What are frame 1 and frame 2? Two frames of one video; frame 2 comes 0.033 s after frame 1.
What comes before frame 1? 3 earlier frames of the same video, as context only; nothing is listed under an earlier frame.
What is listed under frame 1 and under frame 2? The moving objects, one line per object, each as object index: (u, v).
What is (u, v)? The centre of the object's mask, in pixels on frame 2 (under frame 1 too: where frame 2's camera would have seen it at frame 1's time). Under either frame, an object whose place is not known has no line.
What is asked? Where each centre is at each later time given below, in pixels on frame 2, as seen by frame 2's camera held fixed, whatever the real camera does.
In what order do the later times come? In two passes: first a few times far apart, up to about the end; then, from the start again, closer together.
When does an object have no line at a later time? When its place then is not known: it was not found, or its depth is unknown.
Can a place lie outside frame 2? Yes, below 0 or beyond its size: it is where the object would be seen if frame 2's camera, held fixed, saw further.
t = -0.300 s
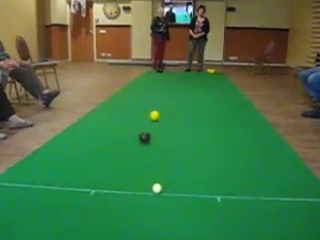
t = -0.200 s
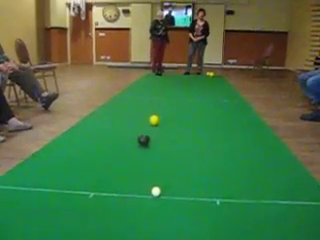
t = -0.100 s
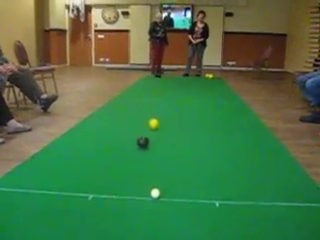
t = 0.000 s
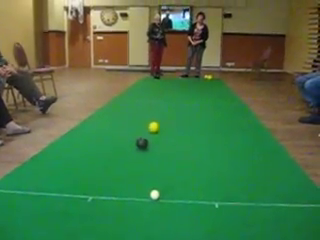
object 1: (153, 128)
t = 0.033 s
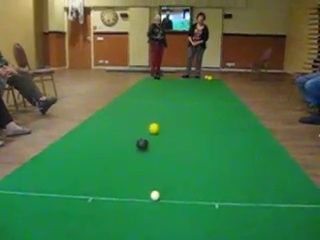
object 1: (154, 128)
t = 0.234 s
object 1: (155, 132)
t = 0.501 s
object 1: (159, 137)
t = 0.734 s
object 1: (161, 142)
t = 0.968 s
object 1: (165, 146)
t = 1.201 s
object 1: (171, 150)
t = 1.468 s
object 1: (177, 154)
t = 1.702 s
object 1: (183, 158)
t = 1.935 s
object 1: (189, 161)
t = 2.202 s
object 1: (196, 163)
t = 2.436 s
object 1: (201, 165)
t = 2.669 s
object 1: (206, 166)
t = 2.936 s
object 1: (209, 166)
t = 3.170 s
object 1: (211, 166)
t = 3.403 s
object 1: (213, 165)
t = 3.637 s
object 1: (213, 164)
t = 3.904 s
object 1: (213, 165)
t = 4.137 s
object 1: (213, 165)
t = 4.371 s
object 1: (213, 165)
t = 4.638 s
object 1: (213, 165)
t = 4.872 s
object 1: (213, 165)
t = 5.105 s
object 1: (213, 165)
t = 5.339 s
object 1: (213, 165)
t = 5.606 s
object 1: (213, 165)
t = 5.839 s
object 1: (213, 164)
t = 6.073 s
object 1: (213, 165)
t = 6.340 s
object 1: (213, 165)
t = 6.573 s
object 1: (213, 165)
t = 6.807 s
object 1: (213, 165)
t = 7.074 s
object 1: (213, 165)
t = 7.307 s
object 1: (213, 165)
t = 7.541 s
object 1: (213, 165)
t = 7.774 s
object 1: (213, 165)
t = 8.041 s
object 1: (213, 165)
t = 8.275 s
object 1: (213, 165)
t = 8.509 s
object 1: (213, 165)
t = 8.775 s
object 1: (213, 165)
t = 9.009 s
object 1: (213, 165)
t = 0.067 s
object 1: (154, 129)
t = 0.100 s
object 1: (154, 130)
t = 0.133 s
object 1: (155, 130)
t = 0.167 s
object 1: (155, 131)
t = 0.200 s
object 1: (155, 131)
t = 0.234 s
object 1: (155, 132)
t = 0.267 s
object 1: (156, 133)
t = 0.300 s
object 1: (156, 134)
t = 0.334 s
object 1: (156, 134)
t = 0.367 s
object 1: (157, 135)
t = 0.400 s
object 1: (158, 135)
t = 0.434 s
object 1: (158, 136)
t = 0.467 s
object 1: (158, 136)
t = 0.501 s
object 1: (159, 137)
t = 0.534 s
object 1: (159, 138)
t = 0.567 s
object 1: (159, 138)
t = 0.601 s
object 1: (160, 139)
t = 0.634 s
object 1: (160, 140)
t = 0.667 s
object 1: (161, 140)
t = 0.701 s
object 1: (161, 141)
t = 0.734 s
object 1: (161, 142)
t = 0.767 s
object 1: (162, 142)
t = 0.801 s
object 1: (163, 143)
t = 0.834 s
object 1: (163, 144)
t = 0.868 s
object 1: (164, 144)
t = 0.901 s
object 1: (164, 145)
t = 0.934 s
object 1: (165, 145)
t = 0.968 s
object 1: (165, 146)
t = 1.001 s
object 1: (166, 147)
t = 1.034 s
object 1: (167, 147)
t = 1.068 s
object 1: (167, 148)
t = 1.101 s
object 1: (168, 148)
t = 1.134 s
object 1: (169, 149)
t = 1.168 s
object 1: (170, 149)
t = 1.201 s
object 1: (171, 150)
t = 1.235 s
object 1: (171, 151)
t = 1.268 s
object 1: (172, 151)
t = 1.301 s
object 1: (172, 152)
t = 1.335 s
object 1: (173, 152)
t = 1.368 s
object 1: (174, 153)
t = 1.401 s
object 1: (175, 154)
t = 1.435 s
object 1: (176, 153)
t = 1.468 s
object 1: (177, 154)
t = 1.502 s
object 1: (178, 155)
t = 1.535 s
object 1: (179, 155)
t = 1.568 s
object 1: (180, 156)
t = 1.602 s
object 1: (180, 157)
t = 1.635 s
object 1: (181, 157)
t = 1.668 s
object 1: (182, 157)
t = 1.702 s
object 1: (183, 158)
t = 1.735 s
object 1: (184, 158)
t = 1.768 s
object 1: (185, 159)
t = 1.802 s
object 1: (186, 159)
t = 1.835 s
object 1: (186, 160)
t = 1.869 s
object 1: (187, 160)
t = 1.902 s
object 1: (188, 161)
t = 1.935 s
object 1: (189, 161)
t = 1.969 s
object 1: (190, 161)
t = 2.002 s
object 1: (191, 162)
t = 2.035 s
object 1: (192, 162)
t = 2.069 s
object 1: (193, 162)
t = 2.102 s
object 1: (193, 162)
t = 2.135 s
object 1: (194, 163)
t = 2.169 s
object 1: (195, 163)
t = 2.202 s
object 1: (196, 163)
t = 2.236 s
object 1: (197, 164)
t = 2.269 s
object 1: (197, 164)
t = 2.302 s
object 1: (198, 164)
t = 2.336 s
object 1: (199, 164)
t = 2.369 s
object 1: (200, 164)
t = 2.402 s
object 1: (200, 165)
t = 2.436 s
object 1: (201, 165)
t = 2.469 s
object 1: (202, 165)
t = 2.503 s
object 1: (203, 165)
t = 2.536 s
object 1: (204, 165)
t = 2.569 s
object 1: (204, 165)
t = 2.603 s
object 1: (205, 165)
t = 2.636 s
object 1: (205, 166)
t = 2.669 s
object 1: (206, 166)
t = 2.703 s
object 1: (206, 166)
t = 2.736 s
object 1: (207, 166)
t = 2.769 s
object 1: (207, 166)
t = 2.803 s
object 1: (208, 166)
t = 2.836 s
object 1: (208, 166)
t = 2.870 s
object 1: (208, 166)
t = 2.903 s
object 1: (209, 166)
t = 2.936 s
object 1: (209, 166)
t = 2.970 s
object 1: (209, 166)
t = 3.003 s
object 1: (210, 166)
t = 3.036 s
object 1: (210, 166)
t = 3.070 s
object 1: (211, 166)
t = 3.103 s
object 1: (211, 166)
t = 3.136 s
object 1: (211, 166)
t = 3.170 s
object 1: (211, 166)
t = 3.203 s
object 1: (212, 166)
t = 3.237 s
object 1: (212, 165)
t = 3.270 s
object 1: (212, 165)
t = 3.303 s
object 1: (212, 165)
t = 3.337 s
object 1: (213, 165)
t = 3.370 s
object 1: (213, 165)
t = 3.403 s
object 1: (213, 165)
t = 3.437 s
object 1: (214, 165)
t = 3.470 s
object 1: (214, 165)
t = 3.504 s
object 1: (214, 164)
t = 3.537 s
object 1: (214, 164)
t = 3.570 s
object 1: (213, 164)
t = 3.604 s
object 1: (213, 164)
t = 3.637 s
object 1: (213, 164)
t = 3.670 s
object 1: (213, 164)
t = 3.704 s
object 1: (213, 164)
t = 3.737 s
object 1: (213, 164)
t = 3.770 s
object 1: (213, 164)
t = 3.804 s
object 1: (213, 164)
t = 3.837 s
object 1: (213, 165)
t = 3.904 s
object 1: (213, 165)
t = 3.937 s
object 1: (213, 165)
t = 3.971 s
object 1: (213, 165)
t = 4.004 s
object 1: (213, 165)
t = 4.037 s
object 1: (213, 165)
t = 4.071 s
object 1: (213, 165)
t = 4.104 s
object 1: (213, 165)
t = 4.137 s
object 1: (213, 165)
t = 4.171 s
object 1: (213, 165)
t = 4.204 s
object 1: (213, 165)
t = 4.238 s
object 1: (213, 165)
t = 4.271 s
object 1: (213, 165)
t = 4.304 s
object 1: (213, 165)
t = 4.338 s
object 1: (213, 165)
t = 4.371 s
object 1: (213, 165)
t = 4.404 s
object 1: (213, 164)
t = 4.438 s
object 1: (213, 165)
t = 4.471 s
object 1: (213, 165)
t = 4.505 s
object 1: (213, 165)
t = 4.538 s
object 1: (213, 165)
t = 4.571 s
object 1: (213, 165)
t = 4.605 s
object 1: (213, 165)
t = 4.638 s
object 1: (213, 165)
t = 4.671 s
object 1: (213, 165)
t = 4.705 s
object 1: (213, 165)
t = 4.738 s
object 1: (213, 165)
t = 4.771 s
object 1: (213, 165)
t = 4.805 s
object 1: (213, 165)
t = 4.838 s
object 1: (213, 165)
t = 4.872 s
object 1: (213, 165)
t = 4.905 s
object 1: (213, 165)
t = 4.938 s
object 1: (213, 165)
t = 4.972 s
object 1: (213, 165)
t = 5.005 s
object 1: (213, 165)
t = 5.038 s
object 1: (213, 164)
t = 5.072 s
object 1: (213, 165)
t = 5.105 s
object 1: (213, 165)
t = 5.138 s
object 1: (213, 165)
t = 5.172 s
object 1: (213, 165)
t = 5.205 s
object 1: (213, 165)
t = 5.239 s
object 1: (213, 165)
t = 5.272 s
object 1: (213, 165)
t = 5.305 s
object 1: (213, 165)
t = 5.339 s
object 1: (213, 165)
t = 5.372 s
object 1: (213, 165)
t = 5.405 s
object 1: (213, 165)
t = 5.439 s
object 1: (213, 165)
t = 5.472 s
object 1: (213, 165)
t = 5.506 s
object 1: (213, 165)
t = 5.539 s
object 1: (213, 165)
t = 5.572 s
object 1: (213, 165)
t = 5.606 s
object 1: (213, 165)
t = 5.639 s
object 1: (213, 165)
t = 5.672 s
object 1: (213, 165)
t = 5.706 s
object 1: (213, 164)
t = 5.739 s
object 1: (213, 164)
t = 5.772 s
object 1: (213, 165)
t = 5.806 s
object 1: (213, 165)
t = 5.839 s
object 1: (213, 164)
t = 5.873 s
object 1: (213, 165)
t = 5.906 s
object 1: (213, 165)
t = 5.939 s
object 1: (213, 165)
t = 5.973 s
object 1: (213, 165)
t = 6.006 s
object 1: (213, 165)
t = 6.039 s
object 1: (213, 165)
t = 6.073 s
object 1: (213, 165)
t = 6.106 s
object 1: (213, 165)
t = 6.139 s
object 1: (213, 165)
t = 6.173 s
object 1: (213, 165)
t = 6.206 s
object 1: (213, 165)
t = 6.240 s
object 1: (213, 165)
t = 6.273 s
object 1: (213, 165)
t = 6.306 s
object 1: (213, 165)
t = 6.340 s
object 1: (213, 165)
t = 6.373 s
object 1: (213, 165)
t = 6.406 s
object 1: (213, 165)
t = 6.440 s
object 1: (213, 165)
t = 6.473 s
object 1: (213, 165)
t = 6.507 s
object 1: (213, 165)
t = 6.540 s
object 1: (213, 165)
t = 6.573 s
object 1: (213, 165)
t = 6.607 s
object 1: (213, 165)
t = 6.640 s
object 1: (213, 165)
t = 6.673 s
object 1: (213, 165)
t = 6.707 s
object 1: (213, 165)
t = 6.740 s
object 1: (213, 165)
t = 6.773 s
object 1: (213, 165)
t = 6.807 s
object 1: (213, 165)
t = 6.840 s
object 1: (212, 165)
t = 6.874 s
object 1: (213, 165)
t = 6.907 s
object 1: (213, 165)
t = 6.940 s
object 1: (213, 165)
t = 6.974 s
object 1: (213, 165)
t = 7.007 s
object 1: (213, 165)
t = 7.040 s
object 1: (213, 165)
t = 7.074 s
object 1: (213, 165)
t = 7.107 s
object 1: (213, 165)
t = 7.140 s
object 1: (213, 165)
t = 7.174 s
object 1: (213, 164)
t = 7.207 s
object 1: (213, 165)
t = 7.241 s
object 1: (213, 165)
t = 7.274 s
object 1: (213, 165)
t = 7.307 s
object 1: (213, 165)
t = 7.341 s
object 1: (213, 165)
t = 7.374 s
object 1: (213, 165)
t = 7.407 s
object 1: (213, 165)
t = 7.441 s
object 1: (213, 165)
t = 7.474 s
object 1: (213, 165)
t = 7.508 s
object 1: (213, 165)
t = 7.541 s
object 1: (213, 165)
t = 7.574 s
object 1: (213, 165)
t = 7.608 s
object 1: (213, 165)
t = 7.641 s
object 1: (213, 165)
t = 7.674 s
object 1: (213, 165)
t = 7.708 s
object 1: (213, 165)
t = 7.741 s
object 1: (213, 165)
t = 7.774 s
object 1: (213, 165)
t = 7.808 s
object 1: (213, 165)
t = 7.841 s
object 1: (213, 165)
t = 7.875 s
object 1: (213, 165)
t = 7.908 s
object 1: (213, 165)
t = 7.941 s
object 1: (213, 165)
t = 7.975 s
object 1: (213, 165)
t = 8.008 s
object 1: (212, 165)
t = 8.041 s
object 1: (213, 165)
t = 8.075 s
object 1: (213, 165)
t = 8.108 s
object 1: (213, 165)
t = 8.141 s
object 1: (213, 165)
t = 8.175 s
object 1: (213, 165)
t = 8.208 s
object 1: (213, 165)
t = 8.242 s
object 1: (213, 165)
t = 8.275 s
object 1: (213, 165)
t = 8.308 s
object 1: (213, 165)
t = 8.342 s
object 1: (213, 165)
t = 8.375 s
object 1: (213, 165)
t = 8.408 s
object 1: (213, 165)
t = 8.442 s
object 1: (213, 165)
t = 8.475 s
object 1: (213, 165)
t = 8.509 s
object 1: (213, 165)
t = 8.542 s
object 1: (213, 165)
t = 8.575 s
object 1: (213, 165)
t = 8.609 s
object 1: (212, 165)
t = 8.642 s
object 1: (212, 165)
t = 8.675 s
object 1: (213, 165)
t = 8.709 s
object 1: (213, 165)
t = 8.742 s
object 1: (213, 165)
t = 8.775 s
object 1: (213, 165)
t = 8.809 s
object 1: (213, 165)
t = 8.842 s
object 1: (213, 165)
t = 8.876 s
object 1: (213, 165)
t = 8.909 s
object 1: (213, 165)
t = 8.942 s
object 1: (213, 165)
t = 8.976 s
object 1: (213, 165)
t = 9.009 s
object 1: (213, 165)
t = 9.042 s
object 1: (213, 165)
